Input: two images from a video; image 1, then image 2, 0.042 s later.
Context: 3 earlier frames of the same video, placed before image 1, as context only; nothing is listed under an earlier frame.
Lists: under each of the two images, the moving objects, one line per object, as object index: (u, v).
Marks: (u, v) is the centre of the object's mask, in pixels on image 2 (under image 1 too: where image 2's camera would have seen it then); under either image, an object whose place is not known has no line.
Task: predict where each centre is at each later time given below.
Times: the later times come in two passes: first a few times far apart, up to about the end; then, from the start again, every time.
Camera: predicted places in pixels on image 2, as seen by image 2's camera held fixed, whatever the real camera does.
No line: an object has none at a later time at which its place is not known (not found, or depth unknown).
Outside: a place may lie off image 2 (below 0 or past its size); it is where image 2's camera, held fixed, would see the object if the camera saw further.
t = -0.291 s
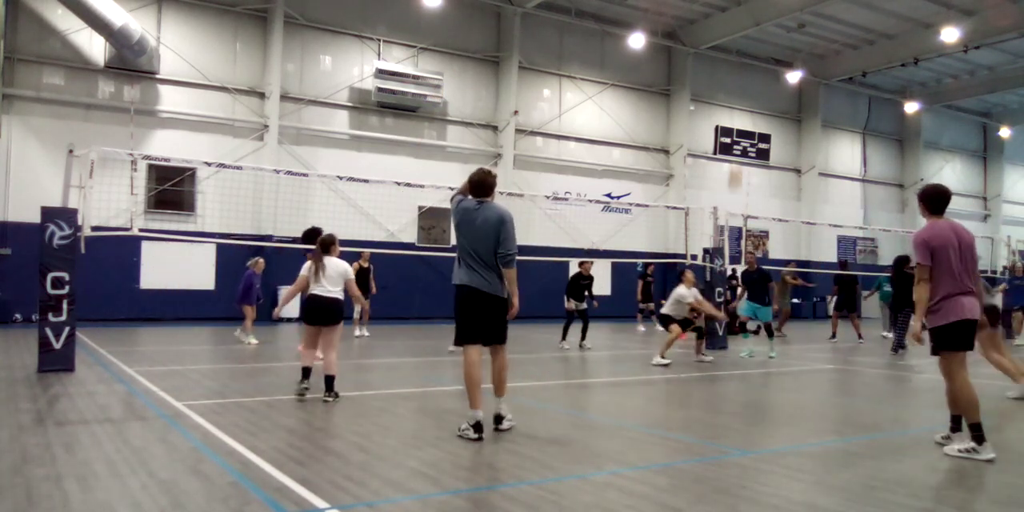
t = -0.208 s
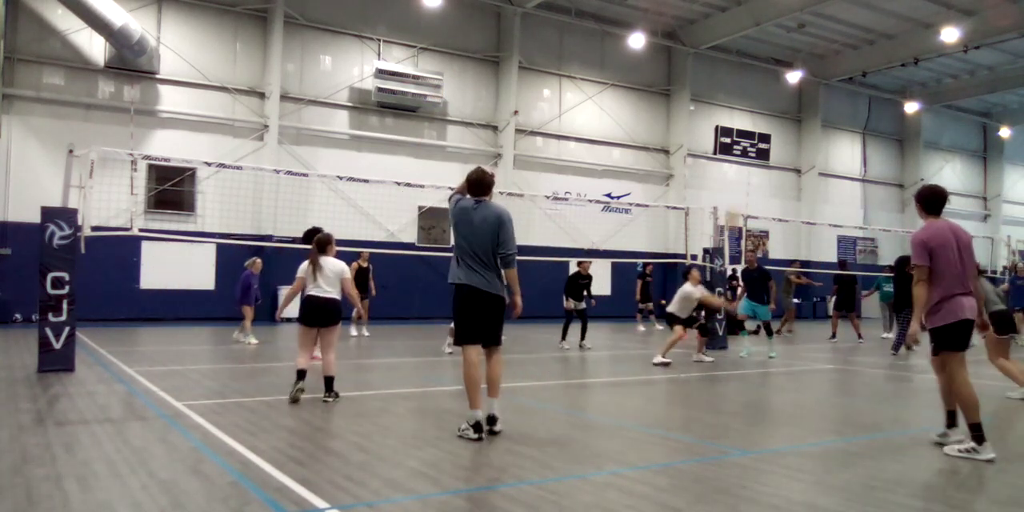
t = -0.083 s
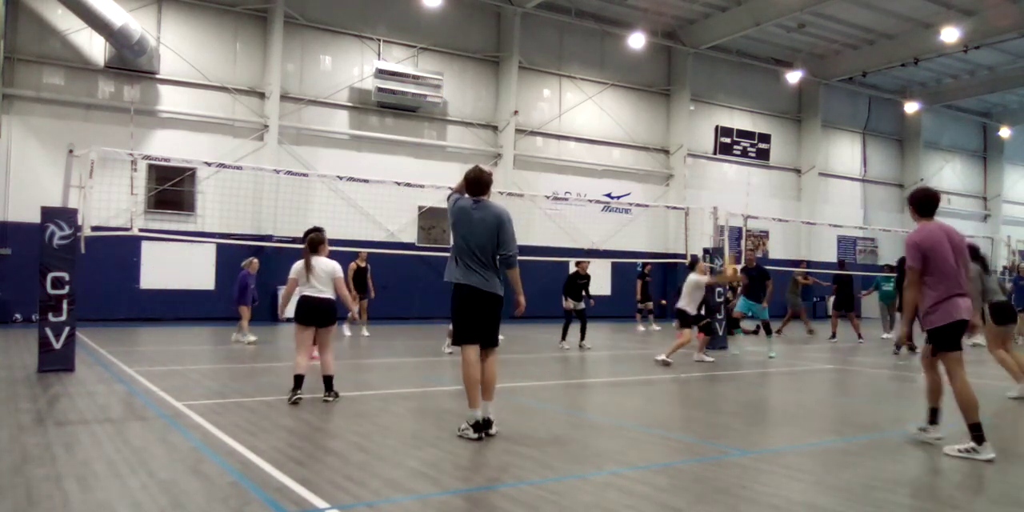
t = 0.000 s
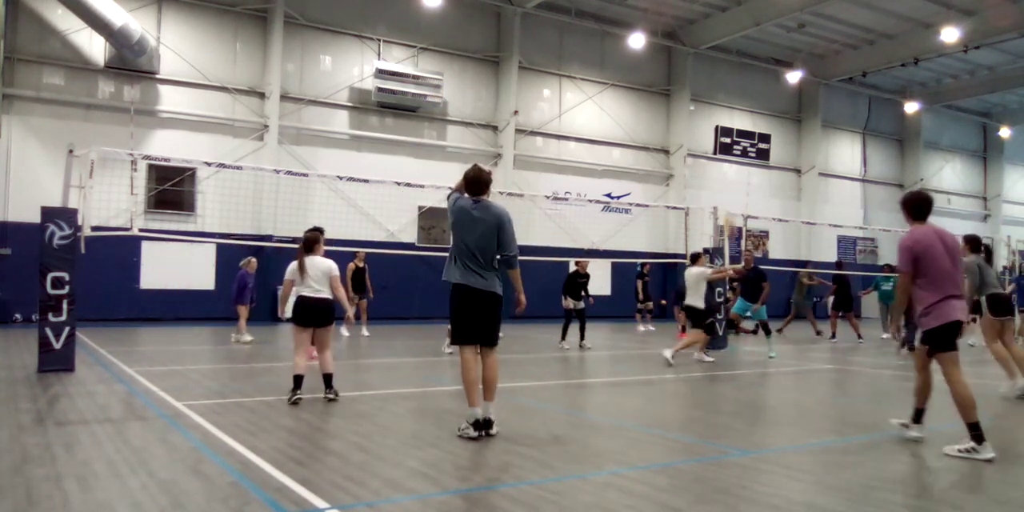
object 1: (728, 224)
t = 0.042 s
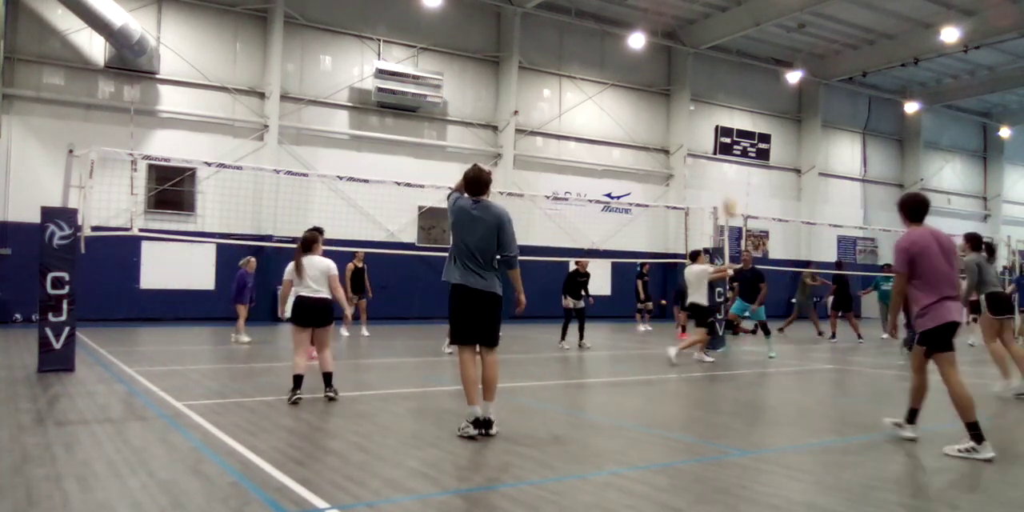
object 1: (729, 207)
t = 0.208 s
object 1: (729, 143)
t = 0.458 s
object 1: (730, 85)
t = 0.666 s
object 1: (731, 70)
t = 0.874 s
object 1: (730, 84)
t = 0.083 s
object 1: (730, 190)
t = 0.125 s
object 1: (730, 173)
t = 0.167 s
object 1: (729, 156)
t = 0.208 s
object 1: (729, 143)
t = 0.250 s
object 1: (730, 132)
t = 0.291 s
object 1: (729, 121)
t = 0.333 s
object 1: (731, 108)
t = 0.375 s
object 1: (730, 100)
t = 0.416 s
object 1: (730, 92)
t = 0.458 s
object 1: (730, 85)
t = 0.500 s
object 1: (730, 80)
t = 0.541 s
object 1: (730, 74)
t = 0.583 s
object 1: (730, 72)
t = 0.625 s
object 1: (731, 71)
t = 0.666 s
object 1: (731, 70)
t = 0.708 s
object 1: (730, 70)
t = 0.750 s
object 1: (730, 72)
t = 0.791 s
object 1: (730, 74)
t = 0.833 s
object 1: (730, 78)
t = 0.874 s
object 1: (730, 84)
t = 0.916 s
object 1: (731, 90)
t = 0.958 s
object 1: (730, 98)
